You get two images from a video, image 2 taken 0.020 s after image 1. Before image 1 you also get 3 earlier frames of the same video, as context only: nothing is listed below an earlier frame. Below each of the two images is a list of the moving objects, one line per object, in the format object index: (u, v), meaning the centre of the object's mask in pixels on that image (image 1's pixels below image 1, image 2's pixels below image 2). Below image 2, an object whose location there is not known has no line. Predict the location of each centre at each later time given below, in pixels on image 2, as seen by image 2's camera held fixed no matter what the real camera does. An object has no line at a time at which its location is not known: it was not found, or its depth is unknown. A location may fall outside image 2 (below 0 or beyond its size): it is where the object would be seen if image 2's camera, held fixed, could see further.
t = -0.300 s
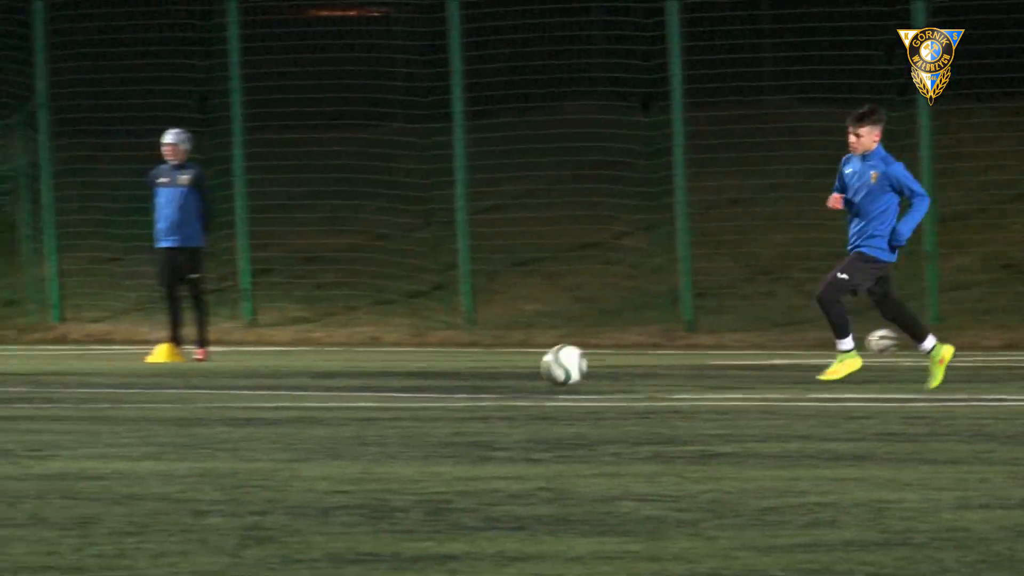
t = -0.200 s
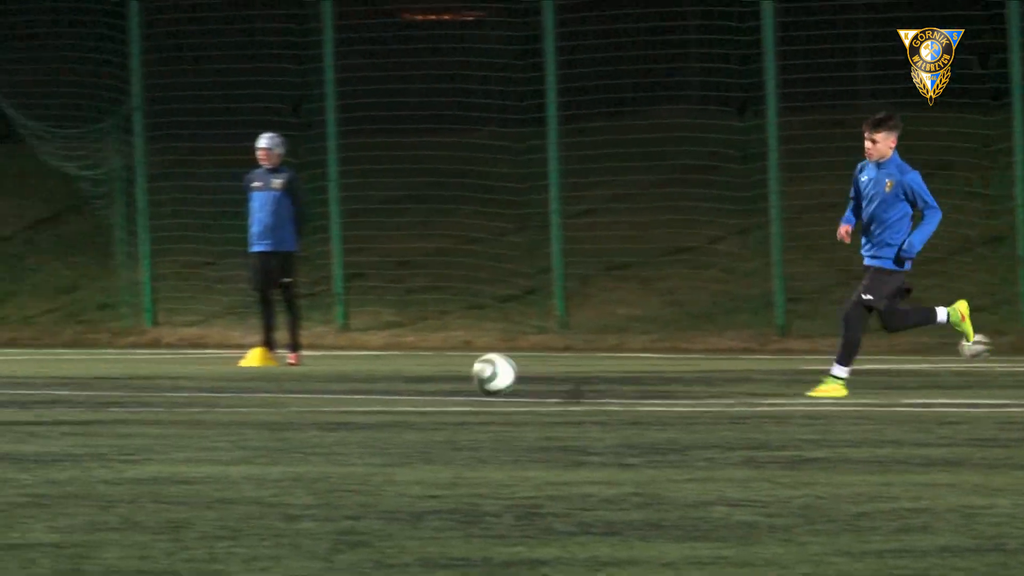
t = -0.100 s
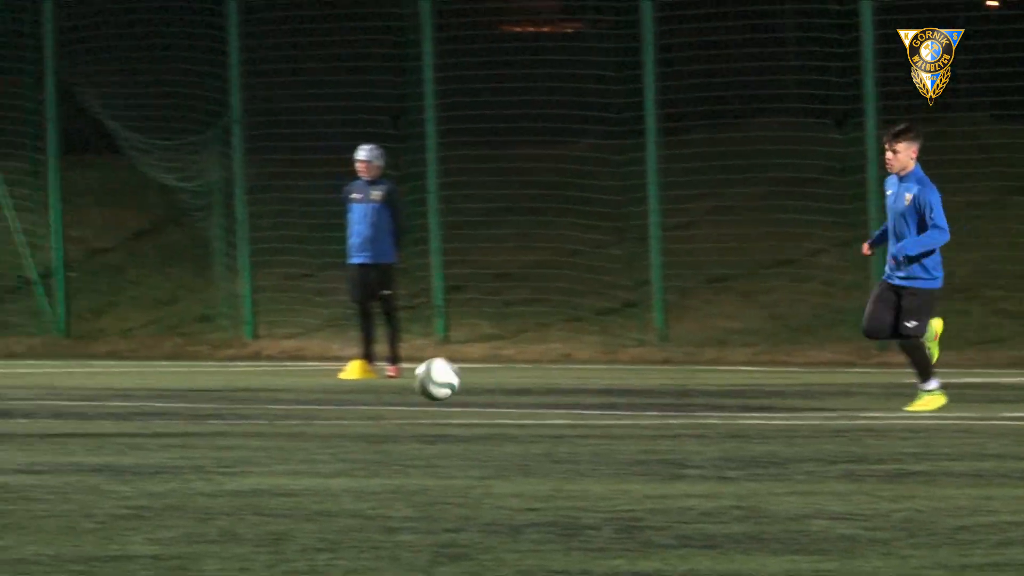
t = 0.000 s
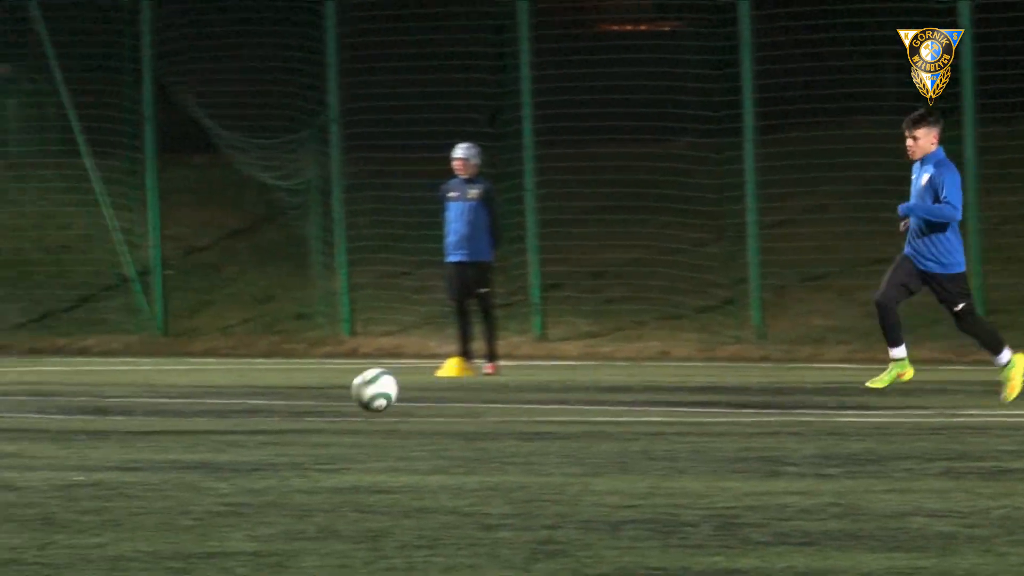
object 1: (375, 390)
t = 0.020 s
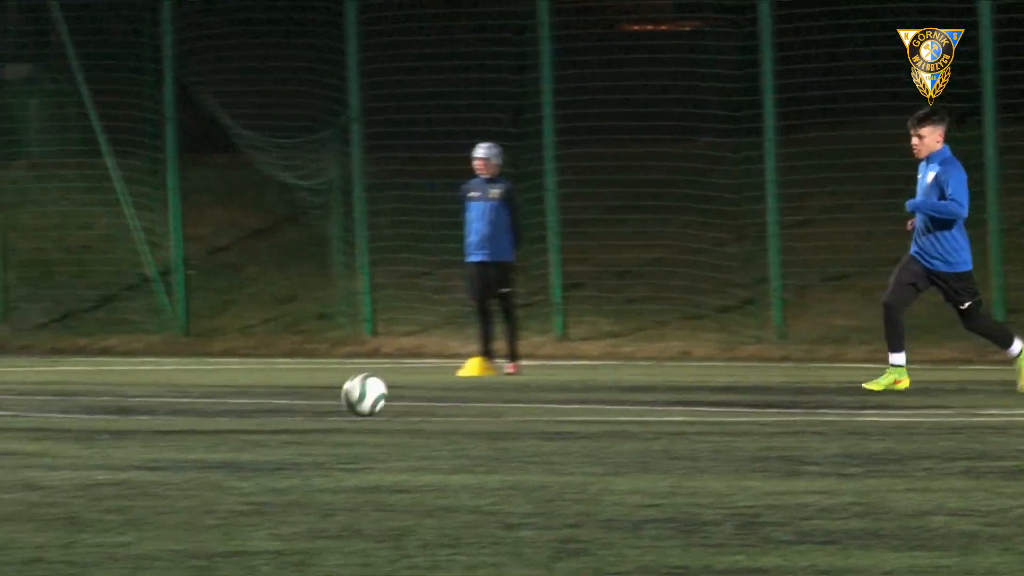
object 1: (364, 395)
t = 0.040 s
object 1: (334, 397)
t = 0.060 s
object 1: (308, 390)
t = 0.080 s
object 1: (282, 382)
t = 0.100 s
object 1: (258, 377)
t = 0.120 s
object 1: (231, 371)
